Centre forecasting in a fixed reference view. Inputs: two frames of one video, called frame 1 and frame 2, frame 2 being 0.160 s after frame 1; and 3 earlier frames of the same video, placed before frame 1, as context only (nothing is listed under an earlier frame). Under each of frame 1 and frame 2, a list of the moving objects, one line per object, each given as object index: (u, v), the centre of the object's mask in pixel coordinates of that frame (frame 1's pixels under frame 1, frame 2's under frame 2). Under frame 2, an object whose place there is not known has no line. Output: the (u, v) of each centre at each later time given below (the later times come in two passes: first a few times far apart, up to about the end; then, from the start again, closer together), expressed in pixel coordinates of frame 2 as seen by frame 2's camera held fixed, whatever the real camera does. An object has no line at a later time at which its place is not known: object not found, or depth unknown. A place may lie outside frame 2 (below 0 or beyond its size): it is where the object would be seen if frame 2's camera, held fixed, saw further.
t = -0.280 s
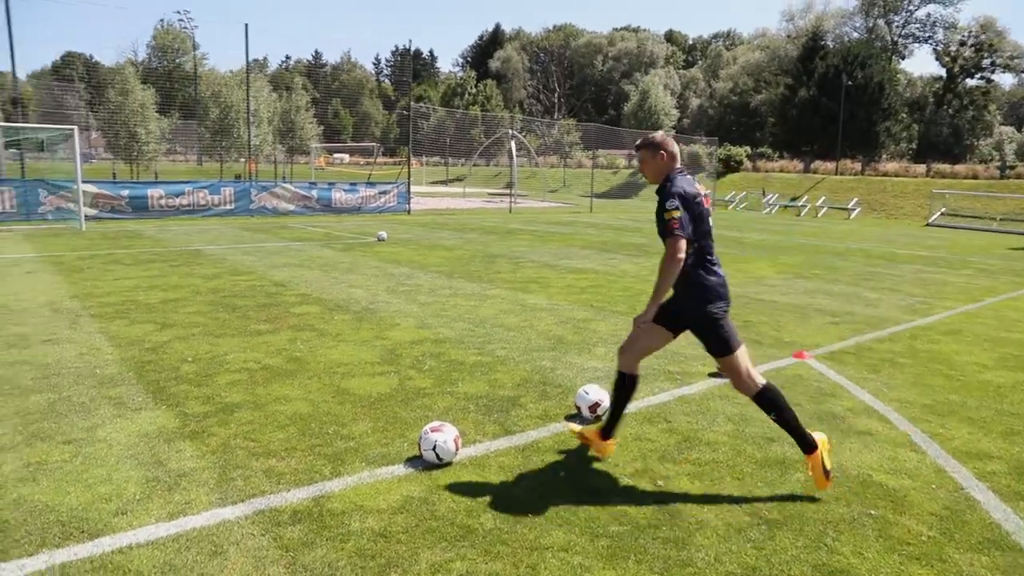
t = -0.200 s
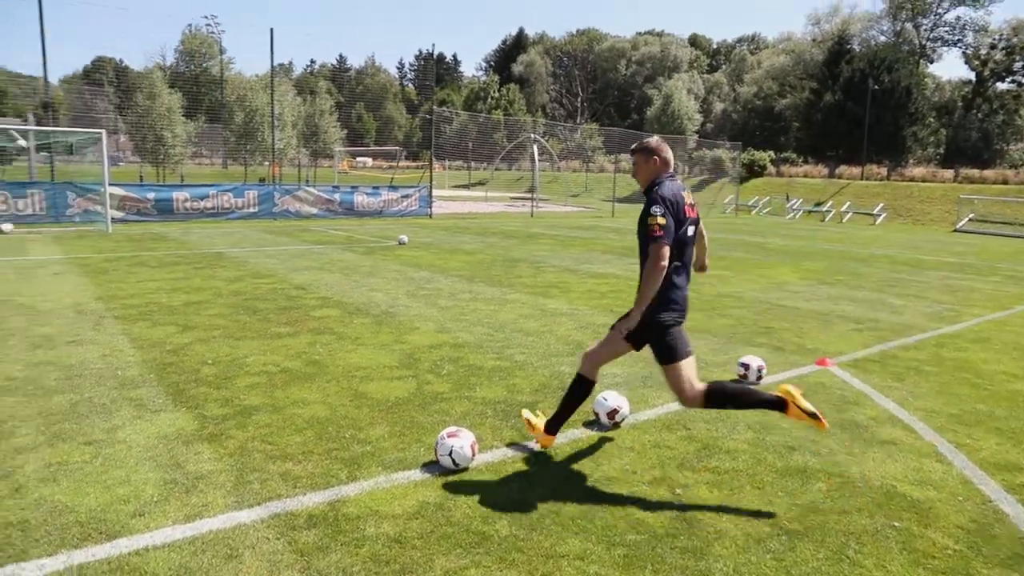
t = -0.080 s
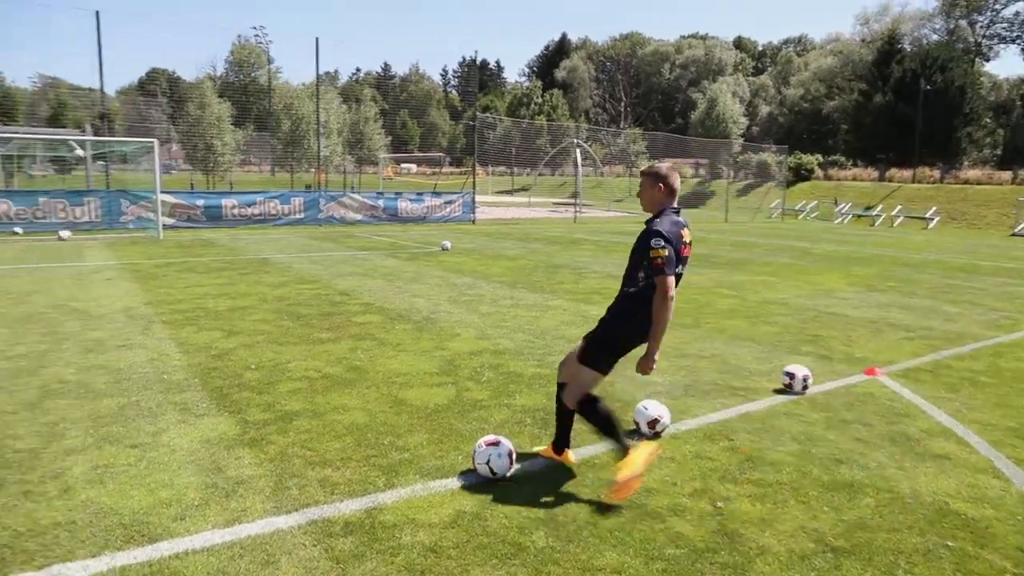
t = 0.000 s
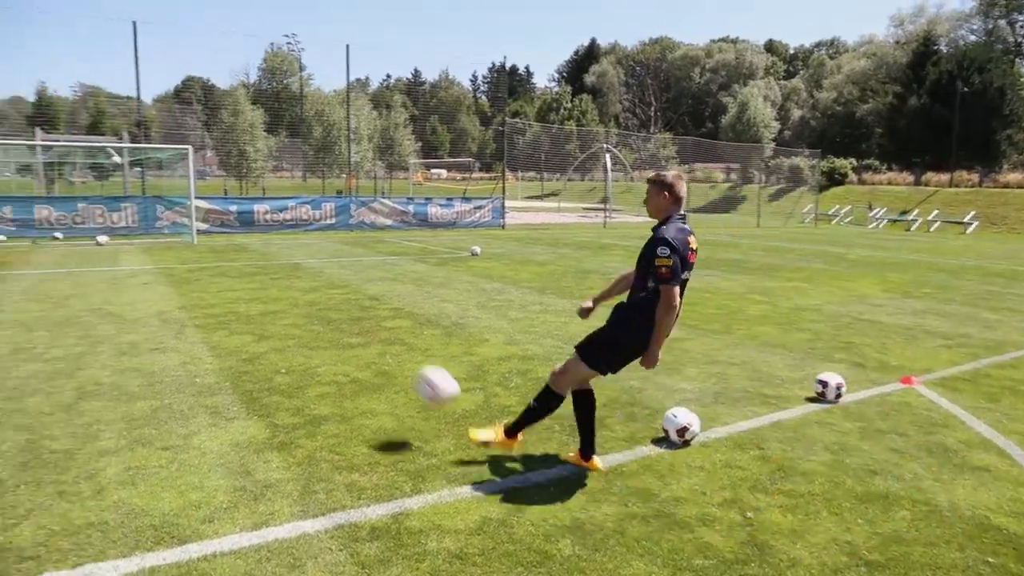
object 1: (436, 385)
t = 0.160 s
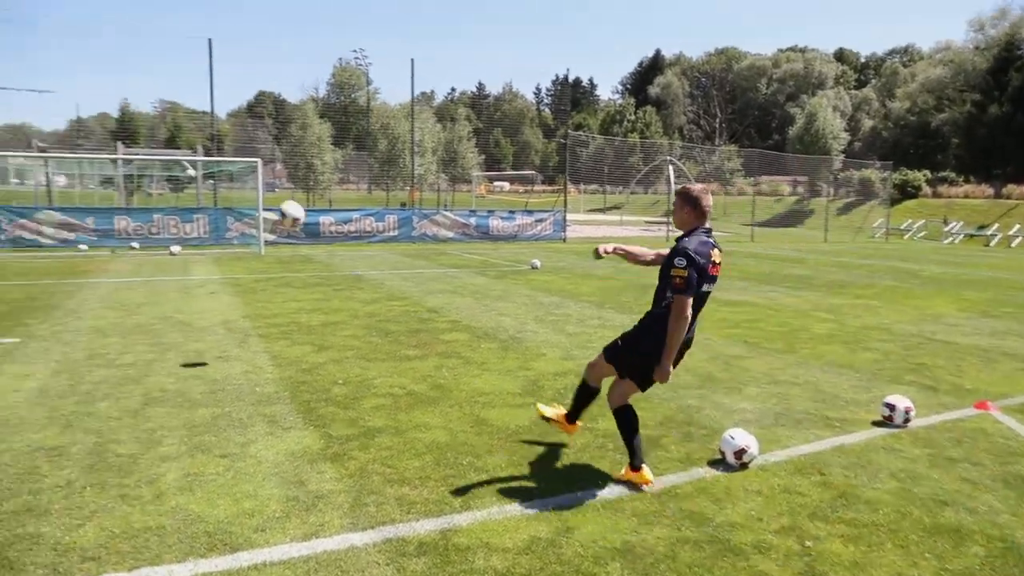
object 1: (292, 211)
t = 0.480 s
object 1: (160, 104)
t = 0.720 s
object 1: (129, 93)
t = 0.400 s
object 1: (178, 117)
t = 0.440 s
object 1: (168, 109)
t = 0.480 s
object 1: (160, 104)
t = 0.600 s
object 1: (141, 94)
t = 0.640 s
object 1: (137, 93)
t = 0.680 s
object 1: (133, 94)
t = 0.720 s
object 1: (129, 93)
